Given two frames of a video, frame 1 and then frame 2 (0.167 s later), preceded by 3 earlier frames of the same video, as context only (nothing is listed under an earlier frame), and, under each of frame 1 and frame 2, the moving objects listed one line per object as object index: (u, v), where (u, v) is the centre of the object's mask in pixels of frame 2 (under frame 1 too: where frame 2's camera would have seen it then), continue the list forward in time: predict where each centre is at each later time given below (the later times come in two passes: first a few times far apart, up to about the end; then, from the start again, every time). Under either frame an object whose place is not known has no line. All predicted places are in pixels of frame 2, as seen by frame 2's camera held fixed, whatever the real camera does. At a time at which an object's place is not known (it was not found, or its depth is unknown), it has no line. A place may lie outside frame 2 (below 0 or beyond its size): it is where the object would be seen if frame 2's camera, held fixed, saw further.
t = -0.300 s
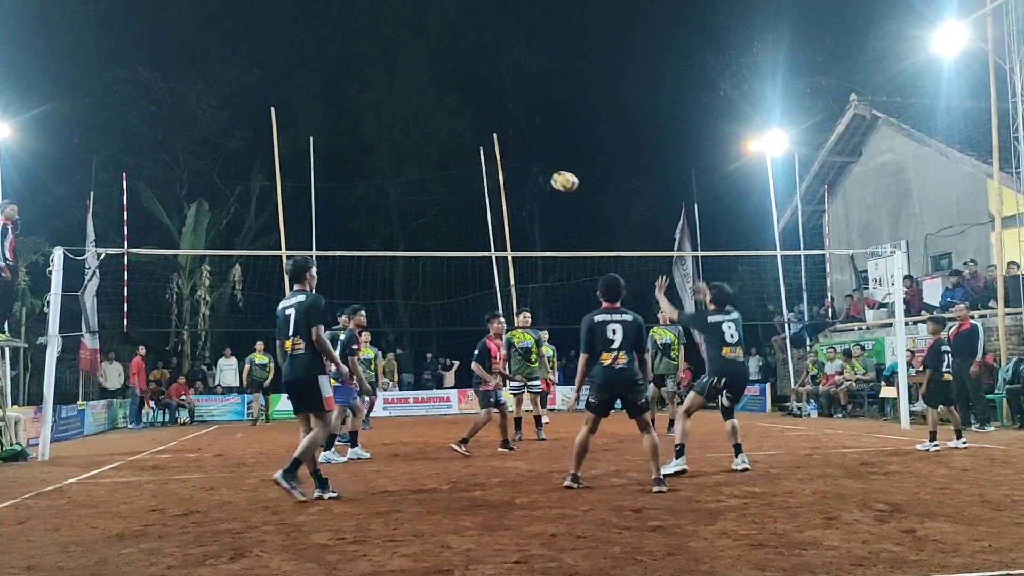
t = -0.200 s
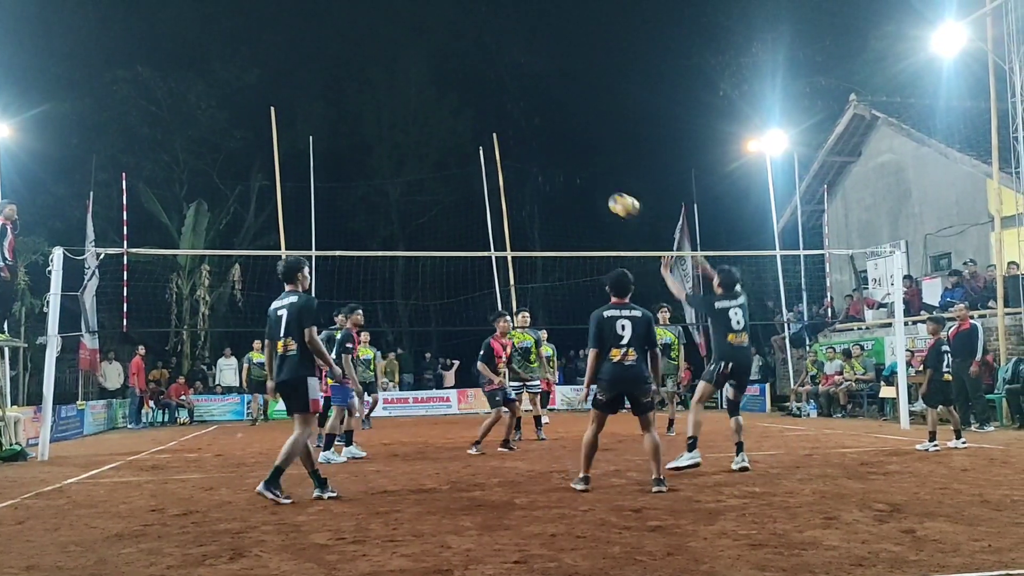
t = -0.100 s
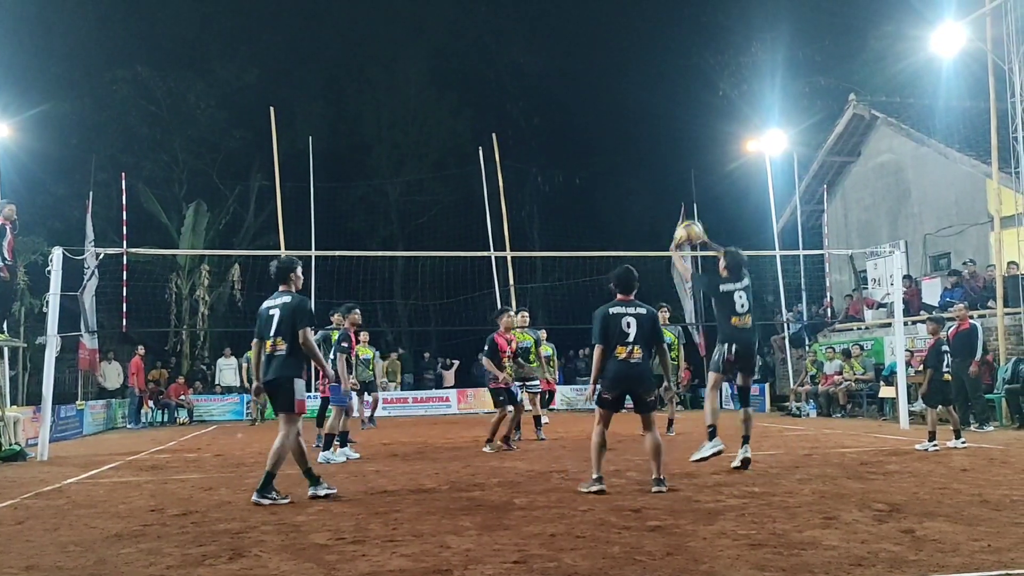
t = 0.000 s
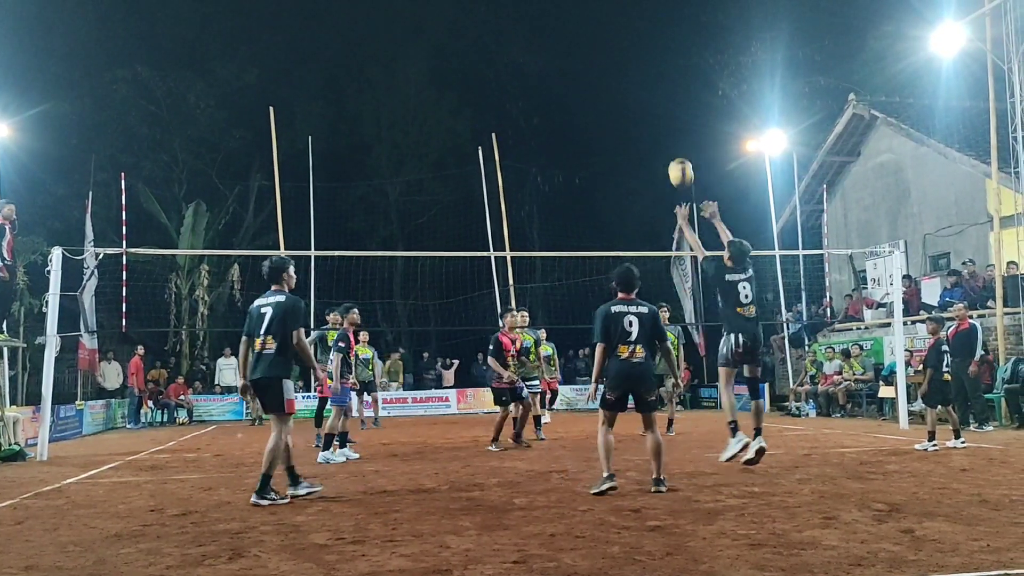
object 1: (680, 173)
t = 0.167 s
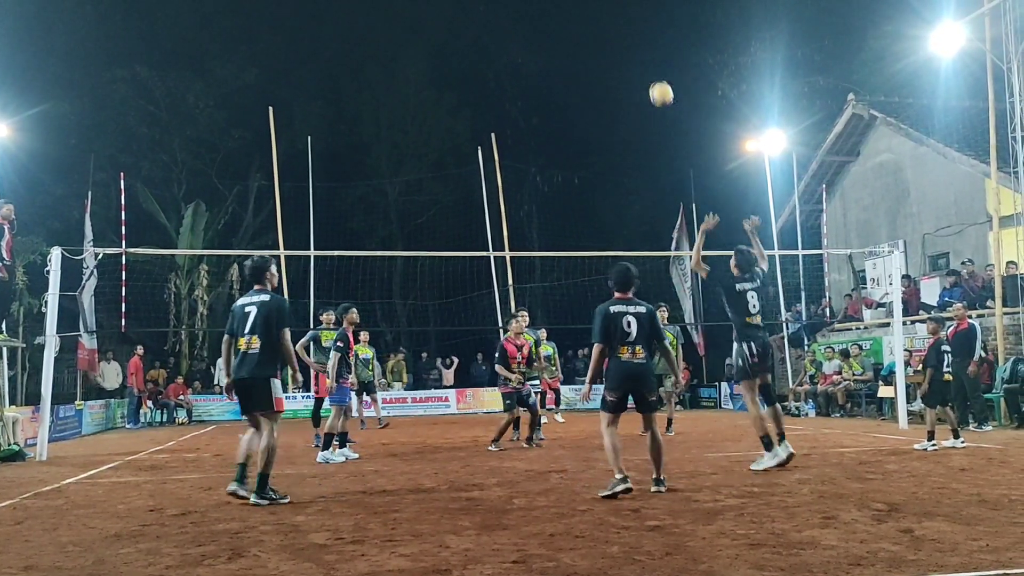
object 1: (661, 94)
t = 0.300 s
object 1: (648, 57)
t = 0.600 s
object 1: (624, 43)
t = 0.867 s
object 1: (607, 95)
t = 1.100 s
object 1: (595, 181)
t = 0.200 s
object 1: (657, 83)
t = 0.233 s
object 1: (655, 74)
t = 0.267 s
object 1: (651, 65)
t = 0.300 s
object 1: (648, 57)
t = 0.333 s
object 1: (645, 52)
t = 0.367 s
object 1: (642, 47)
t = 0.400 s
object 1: (640, 43)
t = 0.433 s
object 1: (637, 41)
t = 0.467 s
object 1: (634, 39)
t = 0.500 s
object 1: (632, 39)
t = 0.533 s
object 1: (629, 39)
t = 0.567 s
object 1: (627, 41)
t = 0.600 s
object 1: (624, 43)
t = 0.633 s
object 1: (622, 46)
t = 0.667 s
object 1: (620, 51)
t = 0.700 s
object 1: (617, 56)
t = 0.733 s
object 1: (615, 62)
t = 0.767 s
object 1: (613, 69)
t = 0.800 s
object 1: (611, 77)
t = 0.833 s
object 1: (609, 85)
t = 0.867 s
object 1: (607, 95)
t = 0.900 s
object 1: (605, 105)
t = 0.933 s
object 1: (603, 116)
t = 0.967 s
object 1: (601, 128)
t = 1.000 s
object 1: (600, 140)
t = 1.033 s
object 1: (598, 154)
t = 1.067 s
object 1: (597, 168)
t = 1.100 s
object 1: (595, 181)
